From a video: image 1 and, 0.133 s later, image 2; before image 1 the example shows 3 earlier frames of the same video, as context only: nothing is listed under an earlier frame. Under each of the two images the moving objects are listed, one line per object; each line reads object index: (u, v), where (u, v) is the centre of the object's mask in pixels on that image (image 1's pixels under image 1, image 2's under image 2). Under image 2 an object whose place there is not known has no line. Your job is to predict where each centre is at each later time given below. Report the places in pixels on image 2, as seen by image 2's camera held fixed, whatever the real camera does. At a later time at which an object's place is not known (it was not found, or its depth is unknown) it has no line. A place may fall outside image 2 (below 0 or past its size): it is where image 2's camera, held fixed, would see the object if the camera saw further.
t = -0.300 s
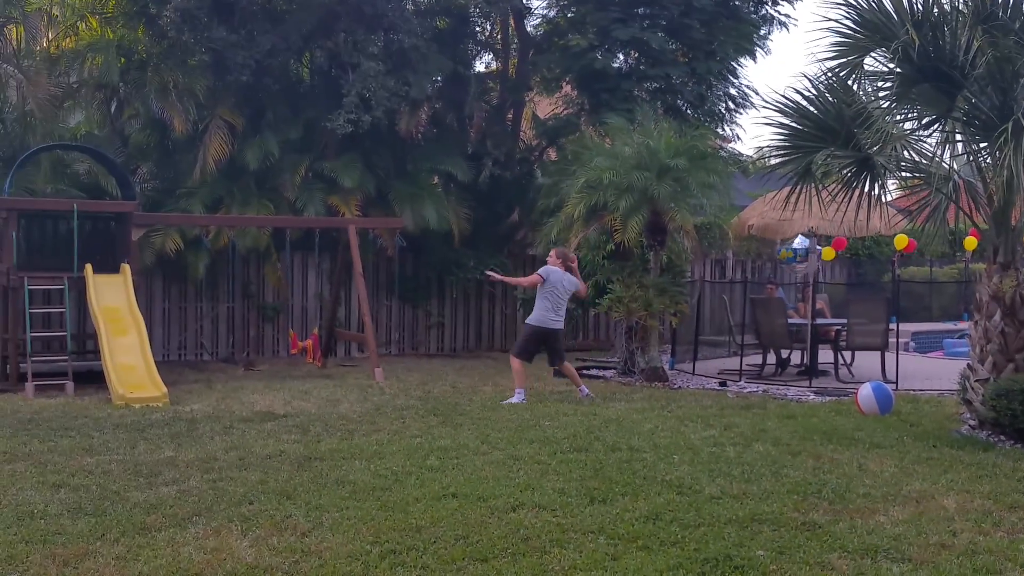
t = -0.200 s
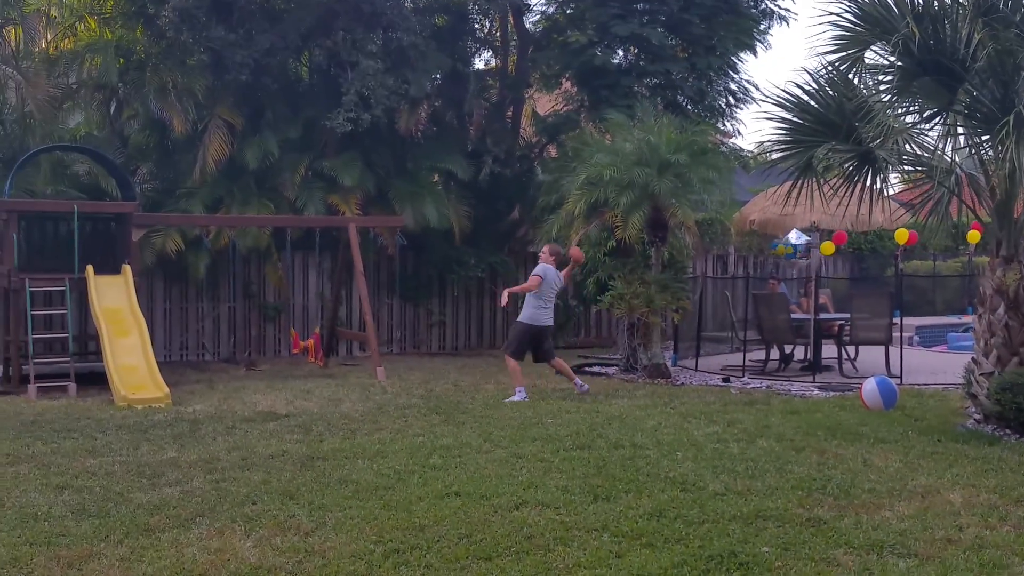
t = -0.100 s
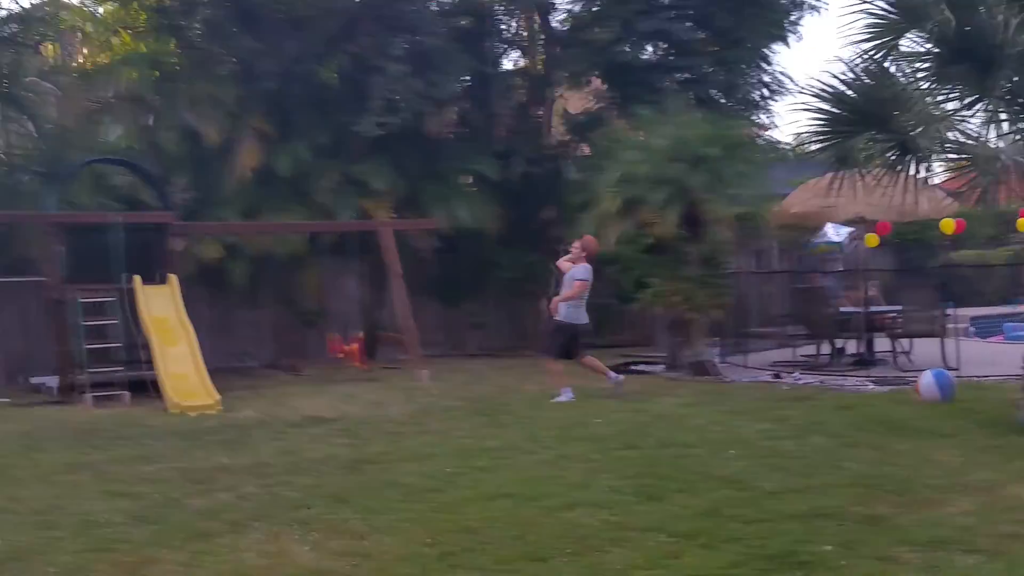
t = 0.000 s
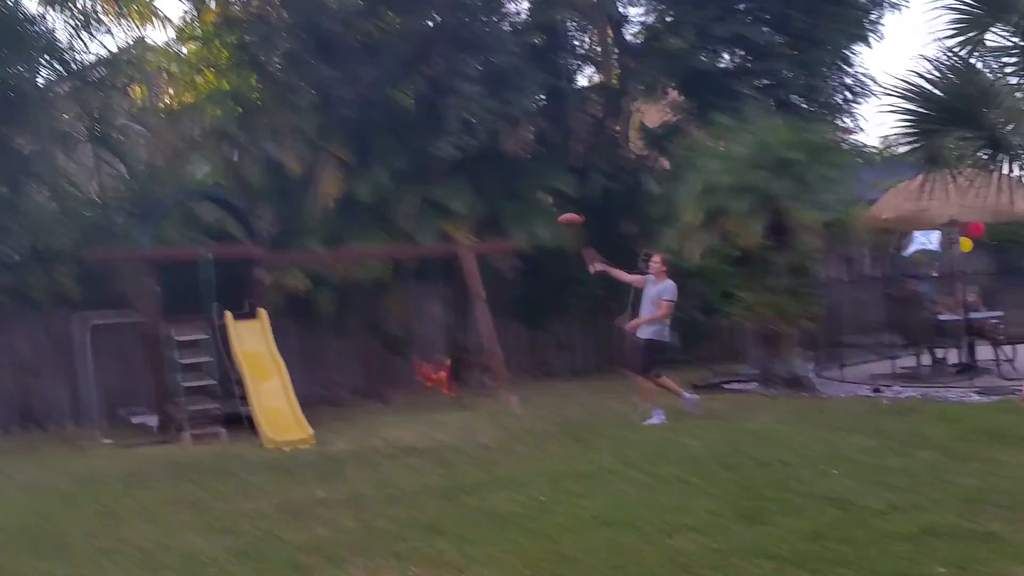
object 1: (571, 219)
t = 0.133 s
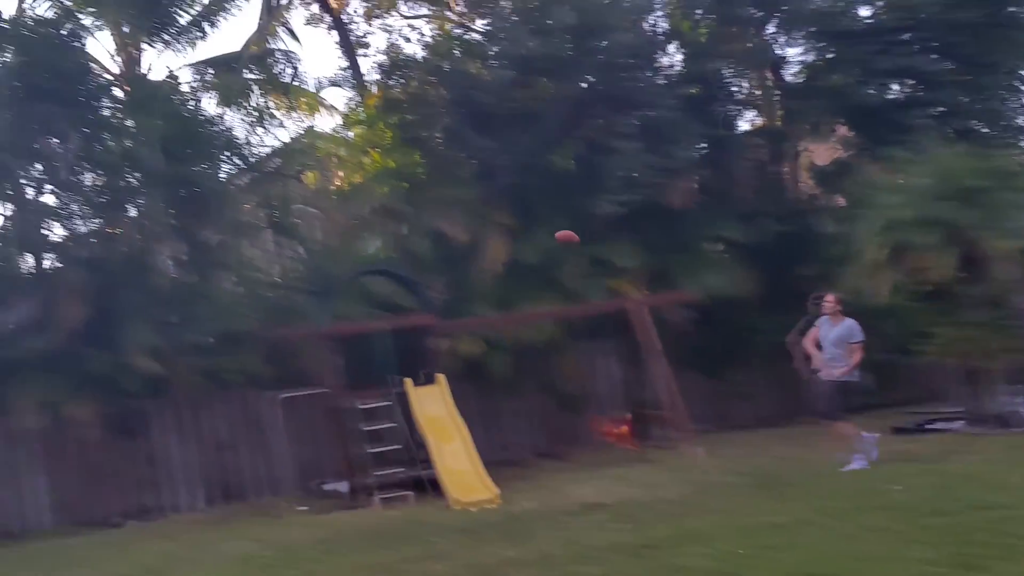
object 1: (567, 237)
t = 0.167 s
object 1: (524, 233)
